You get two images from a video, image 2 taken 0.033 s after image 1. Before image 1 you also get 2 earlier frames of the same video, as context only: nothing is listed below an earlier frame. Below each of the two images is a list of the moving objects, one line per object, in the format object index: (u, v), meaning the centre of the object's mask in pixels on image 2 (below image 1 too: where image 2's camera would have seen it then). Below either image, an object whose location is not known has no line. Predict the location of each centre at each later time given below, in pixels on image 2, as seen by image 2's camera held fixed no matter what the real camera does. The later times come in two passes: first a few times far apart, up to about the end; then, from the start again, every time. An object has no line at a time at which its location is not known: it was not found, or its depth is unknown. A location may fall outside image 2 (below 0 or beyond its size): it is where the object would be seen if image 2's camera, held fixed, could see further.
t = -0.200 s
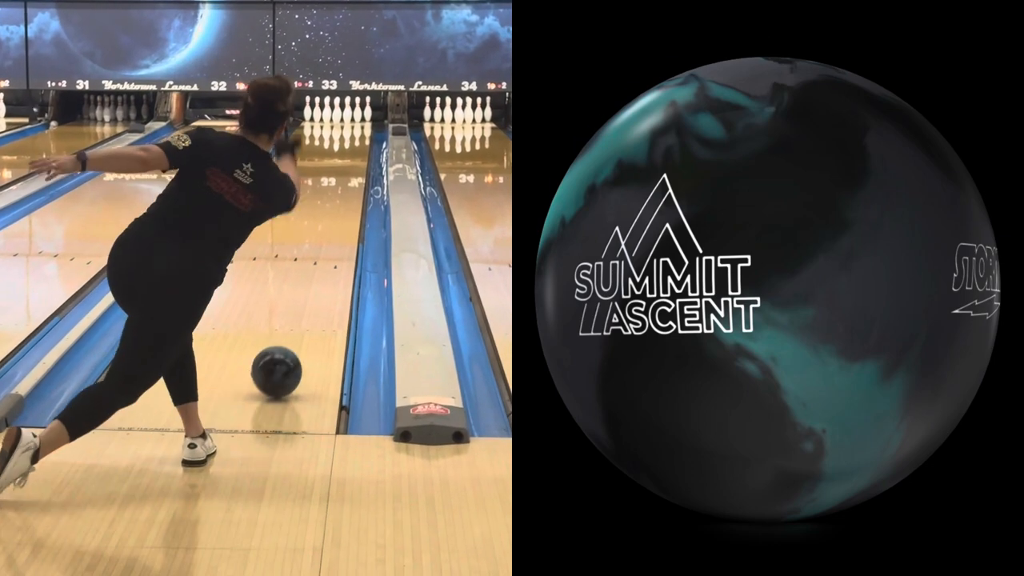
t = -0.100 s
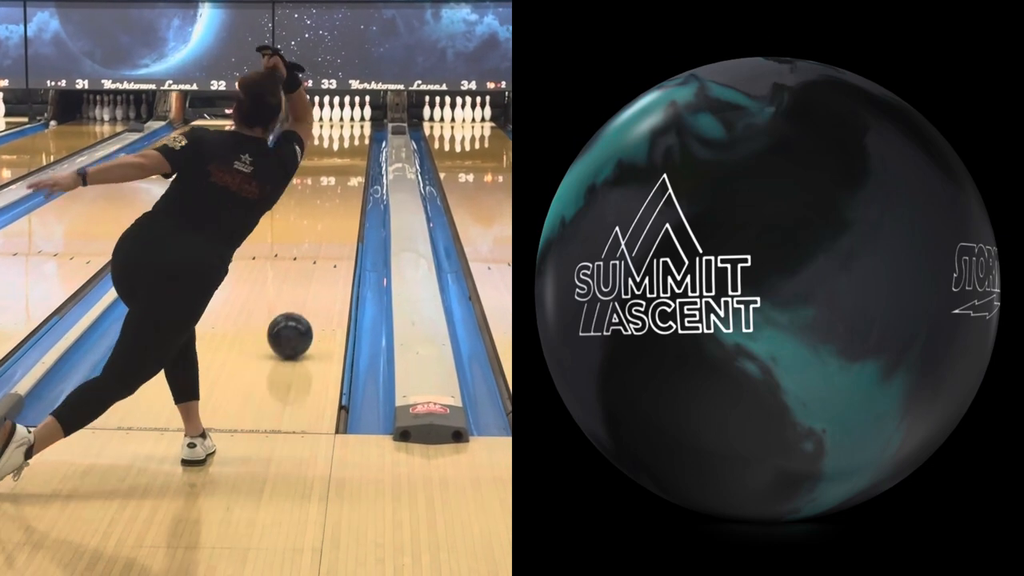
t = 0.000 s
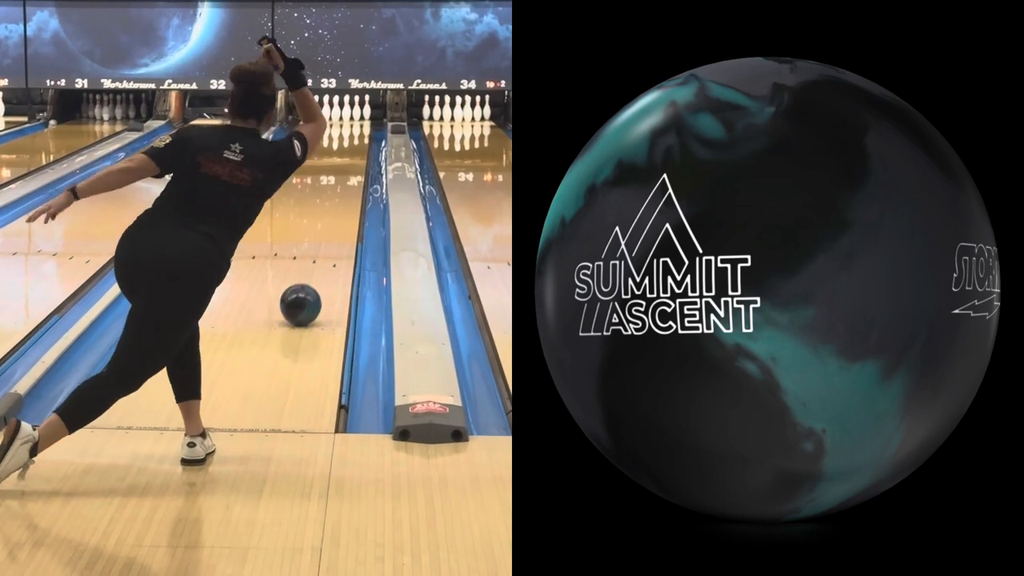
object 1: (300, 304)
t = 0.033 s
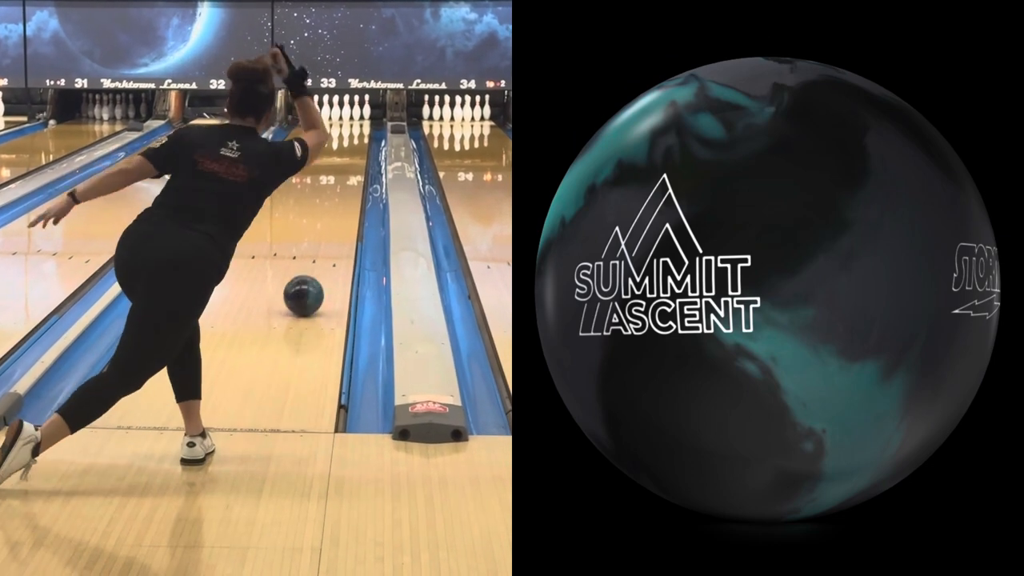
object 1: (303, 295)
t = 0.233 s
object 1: (320, 252)
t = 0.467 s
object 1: (331, 218)
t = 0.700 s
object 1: (340, 191)
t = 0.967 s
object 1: (346, 169)
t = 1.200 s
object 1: (350, 154)
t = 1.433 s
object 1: (352, 142)
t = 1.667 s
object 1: (351, 132)
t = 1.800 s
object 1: (349, 127)
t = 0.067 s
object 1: (306, 287)
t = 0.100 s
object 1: (309, 279)
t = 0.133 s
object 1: (312, 272)
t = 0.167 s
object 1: (314, 265)
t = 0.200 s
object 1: (317, 259)
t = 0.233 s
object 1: (320, 252)
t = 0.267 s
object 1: (321, 247)
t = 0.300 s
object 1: (323, 241)
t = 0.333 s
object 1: (325, 236)
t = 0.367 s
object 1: (327, 231)
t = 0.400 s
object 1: (328, 226)
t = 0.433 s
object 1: (330, 222)
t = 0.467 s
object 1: (331, 218)
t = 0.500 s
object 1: (333, 213)
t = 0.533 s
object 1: (334, 209)
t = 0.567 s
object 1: (336, 205)
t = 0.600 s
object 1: (337, 201)
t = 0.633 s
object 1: (338, 198)
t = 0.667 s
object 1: (339, 195)
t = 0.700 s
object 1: (340, 191)
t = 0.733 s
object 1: (341, 188)
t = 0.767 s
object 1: (342, 185)
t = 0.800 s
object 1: (343, 182)
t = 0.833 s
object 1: (343, 180)
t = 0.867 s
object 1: (344, 177)
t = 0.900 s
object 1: (345, 174)
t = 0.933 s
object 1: (345, 171)
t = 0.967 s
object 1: (346, 169)
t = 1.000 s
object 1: (346, 167)
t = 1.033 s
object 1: (347, 165)
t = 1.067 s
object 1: (348, 162)
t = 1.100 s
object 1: (348, 161)
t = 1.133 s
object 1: (349, 158)
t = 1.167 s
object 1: (349, 156)
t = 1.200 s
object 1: (350, 154)
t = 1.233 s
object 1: (350, 152)
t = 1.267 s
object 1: (351, 150)
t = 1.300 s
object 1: (351, 148)
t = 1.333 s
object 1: (351, 147)
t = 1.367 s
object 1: (351, 145)
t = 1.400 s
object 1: (352, 143)
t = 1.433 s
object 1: (352, 142)
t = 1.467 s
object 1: (352, 140)
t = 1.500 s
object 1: (352, 139)
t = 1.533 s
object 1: (352, 137)
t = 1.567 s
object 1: (352, 136)
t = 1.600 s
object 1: (352, 134)
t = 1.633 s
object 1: (351, 133)
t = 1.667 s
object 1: (351, 132)
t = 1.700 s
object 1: (351, 131)
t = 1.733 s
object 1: (350, 129)
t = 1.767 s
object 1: (350, 128)
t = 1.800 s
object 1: (349, 127)
